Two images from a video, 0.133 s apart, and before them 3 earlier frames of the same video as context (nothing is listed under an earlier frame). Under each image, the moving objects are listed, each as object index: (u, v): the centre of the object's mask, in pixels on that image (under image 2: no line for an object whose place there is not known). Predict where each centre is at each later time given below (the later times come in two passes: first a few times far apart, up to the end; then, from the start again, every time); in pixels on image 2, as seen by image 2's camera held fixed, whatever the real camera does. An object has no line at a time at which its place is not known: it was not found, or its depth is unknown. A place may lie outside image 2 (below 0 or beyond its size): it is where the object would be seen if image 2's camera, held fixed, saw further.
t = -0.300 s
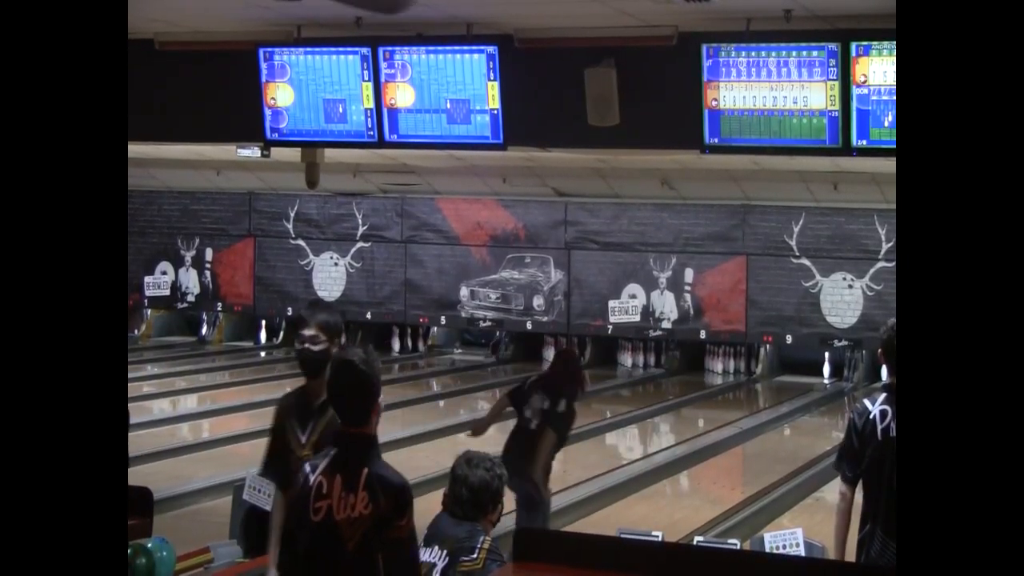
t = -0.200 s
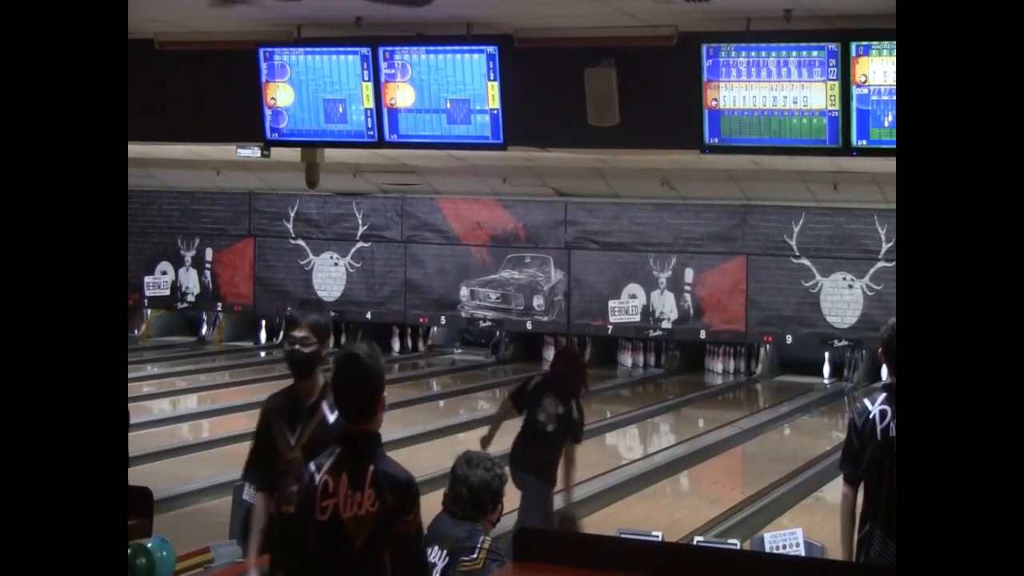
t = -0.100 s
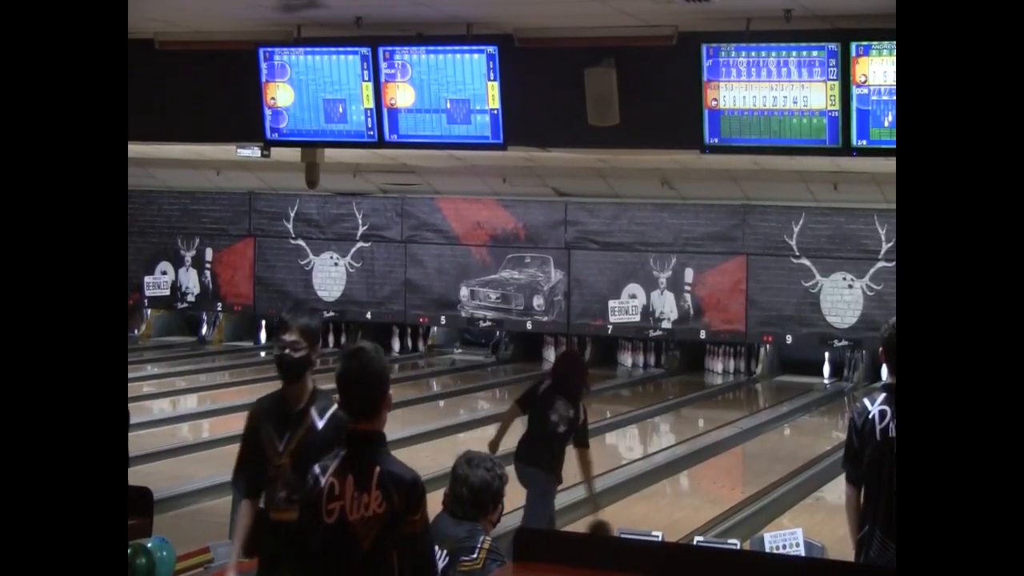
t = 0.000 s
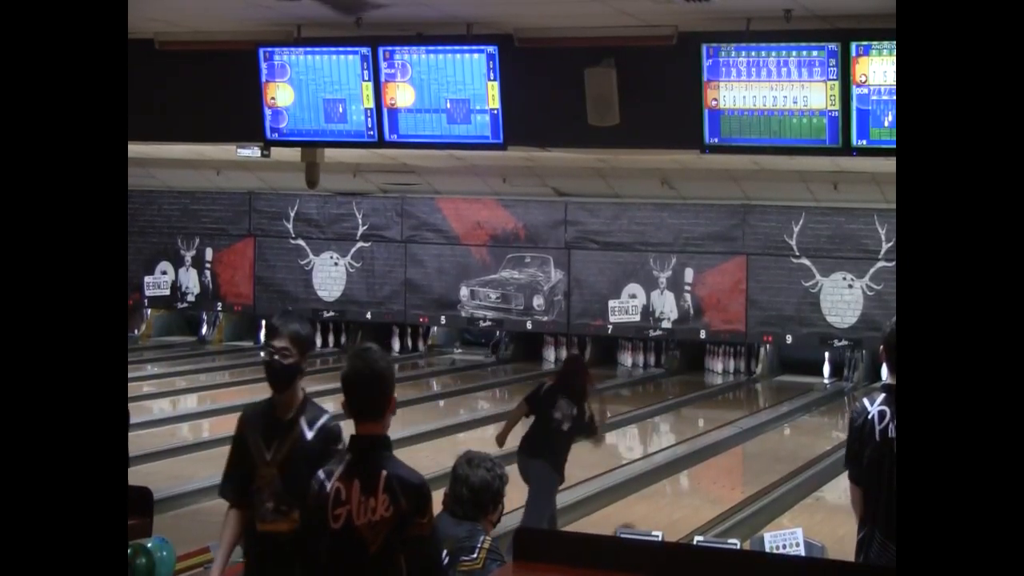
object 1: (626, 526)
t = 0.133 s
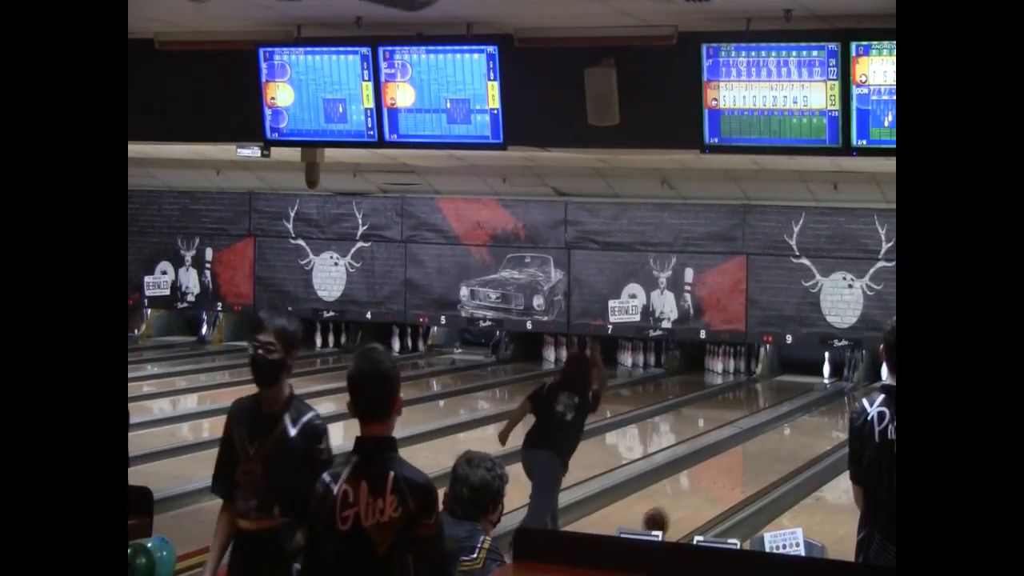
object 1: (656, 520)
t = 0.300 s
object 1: (688, 504)
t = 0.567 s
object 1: (730, 478)
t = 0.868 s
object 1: (766, 455)
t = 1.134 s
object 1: (793, 438)
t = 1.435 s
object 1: (818, 421)
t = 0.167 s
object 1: (663, 519)
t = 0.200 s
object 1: (669, 516)
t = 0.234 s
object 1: (675, 512)
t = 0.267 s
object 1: (682, 508)
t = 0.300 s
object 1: (688, 504)
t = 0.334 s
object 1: (694, 500)
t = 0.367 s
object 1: (699, 497)
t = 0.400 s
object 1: (705, 493)
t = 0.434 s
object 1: (710, 490)
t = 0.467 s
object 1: (715, 487)
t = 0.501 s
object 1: (720, 483)
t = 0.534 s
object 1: (724, 481)
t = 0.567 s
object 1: (730, 478)
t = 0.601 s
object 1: (734, 475)
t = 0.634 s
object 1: (739, 472)
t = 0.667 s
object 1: (743, 469)
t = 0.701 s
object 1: (747, 467)
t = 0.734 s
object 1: (751, 465)
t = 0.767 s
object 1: (755, 462)
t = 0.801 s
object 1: (759, 460)
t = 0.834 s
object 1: (762, 457)
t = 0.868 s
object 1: (766, 455)
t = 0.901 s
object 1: (770, 453)
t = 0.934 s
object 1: (773, 451)
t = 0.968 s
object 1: (777, 449)
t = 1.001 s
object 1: (781, 446)
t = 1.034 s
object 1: (784, 444)
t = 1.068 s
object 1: (787, 442)
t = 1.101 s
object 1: (790, 440)
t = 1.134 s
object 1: (793, 438)
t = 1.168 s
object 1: (796, 436)
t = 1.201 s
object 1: (799, 434)
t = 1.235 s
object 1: (802, 432)
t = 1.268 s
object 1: (805, 431)
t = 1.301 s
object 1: (808, 429)
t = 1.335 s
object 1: (811, 427)
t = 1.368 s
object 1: (813, 425)
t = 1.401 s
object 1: (816, 423)
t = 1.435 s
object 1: (818, 421)
